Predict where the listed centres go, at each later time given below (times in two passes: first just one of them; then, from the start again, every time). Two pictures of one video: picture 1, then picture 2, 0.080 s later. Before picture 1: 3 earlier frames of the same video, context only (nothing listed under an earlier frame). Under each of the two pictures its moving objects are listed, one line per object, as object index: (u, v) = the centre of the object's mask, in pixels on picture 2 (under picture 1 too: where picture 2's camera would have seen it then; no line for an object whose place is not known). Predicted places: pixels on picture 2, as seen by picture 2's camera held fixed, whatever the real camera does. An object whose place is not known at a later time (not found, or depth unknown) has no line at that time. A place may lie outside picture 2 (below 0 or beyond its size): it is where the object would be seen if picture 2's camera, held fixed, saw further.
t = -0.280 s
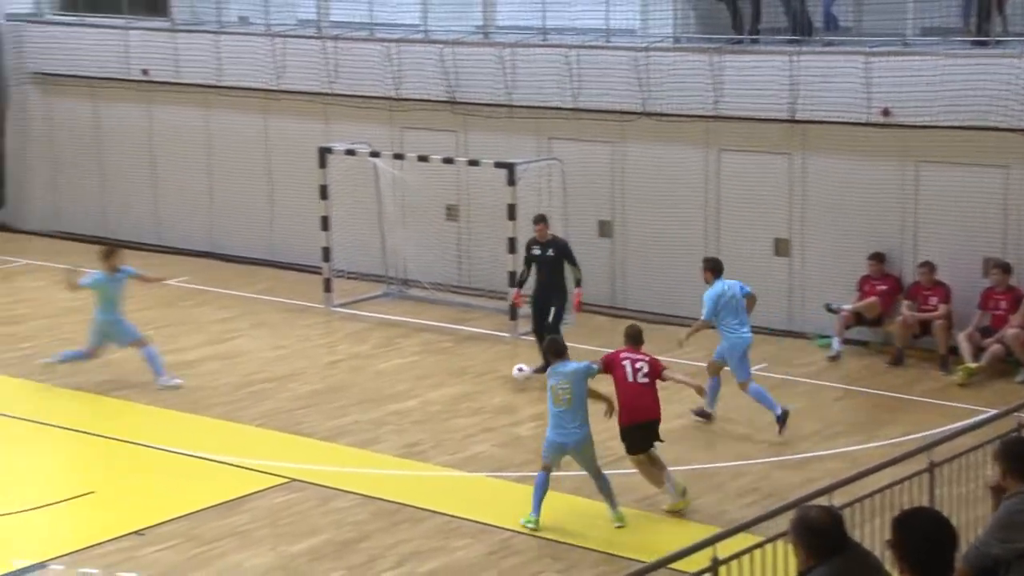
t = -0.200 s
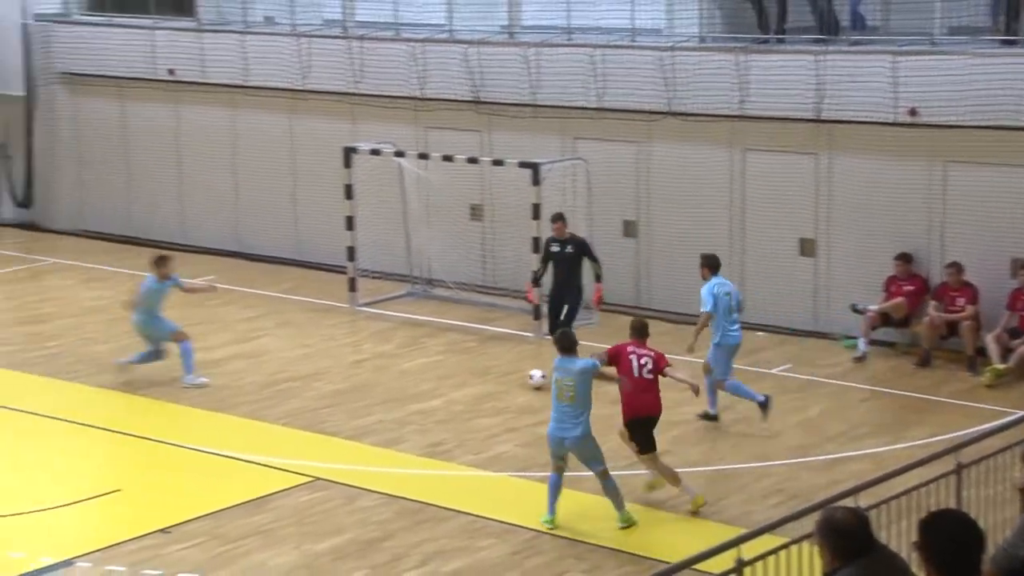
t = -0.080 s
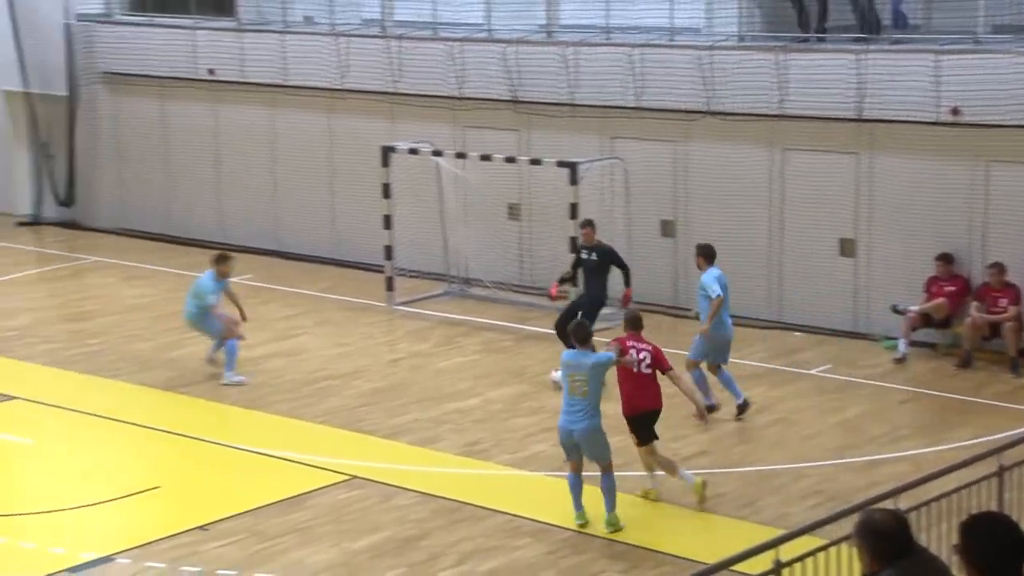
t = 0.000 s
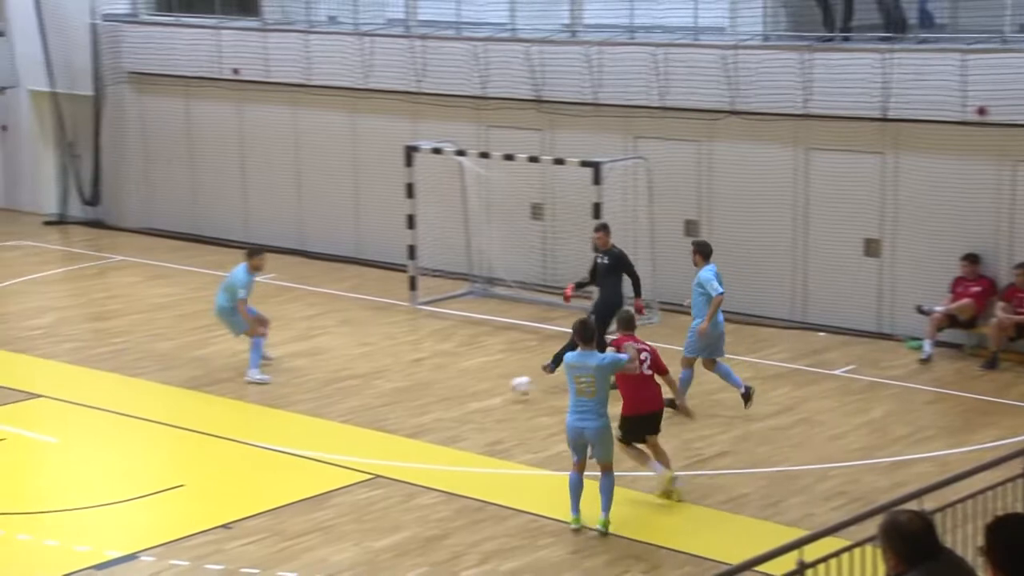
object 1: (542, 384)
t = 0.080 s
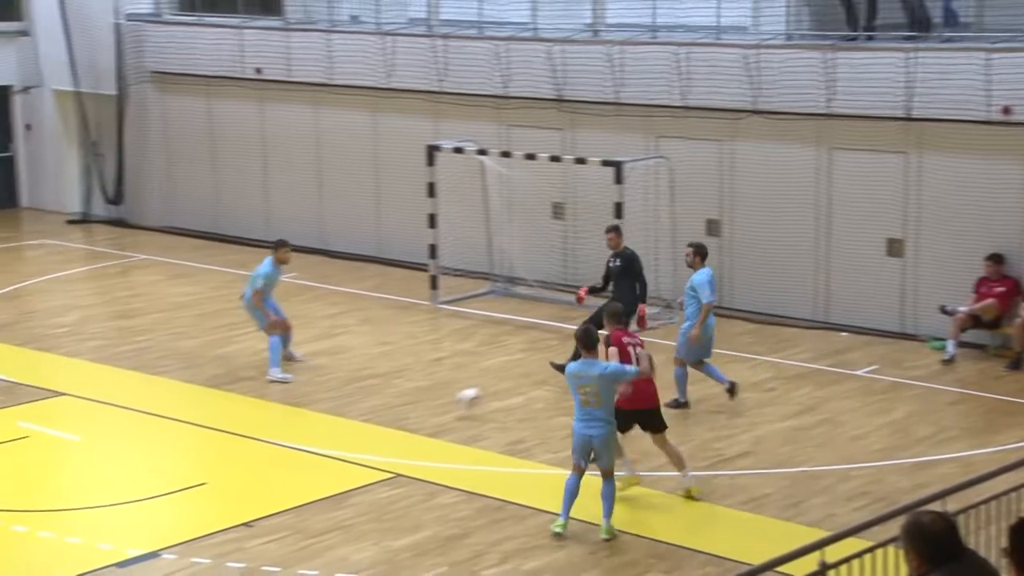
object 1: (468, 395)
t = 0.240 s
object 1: (313, 438)
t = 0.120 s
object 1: (429, 407)
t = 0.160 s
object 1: (389, 420)
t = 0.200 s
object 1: (352, 430)
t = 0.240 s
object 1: (313, 438)
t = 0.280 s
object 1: (273, 447)
